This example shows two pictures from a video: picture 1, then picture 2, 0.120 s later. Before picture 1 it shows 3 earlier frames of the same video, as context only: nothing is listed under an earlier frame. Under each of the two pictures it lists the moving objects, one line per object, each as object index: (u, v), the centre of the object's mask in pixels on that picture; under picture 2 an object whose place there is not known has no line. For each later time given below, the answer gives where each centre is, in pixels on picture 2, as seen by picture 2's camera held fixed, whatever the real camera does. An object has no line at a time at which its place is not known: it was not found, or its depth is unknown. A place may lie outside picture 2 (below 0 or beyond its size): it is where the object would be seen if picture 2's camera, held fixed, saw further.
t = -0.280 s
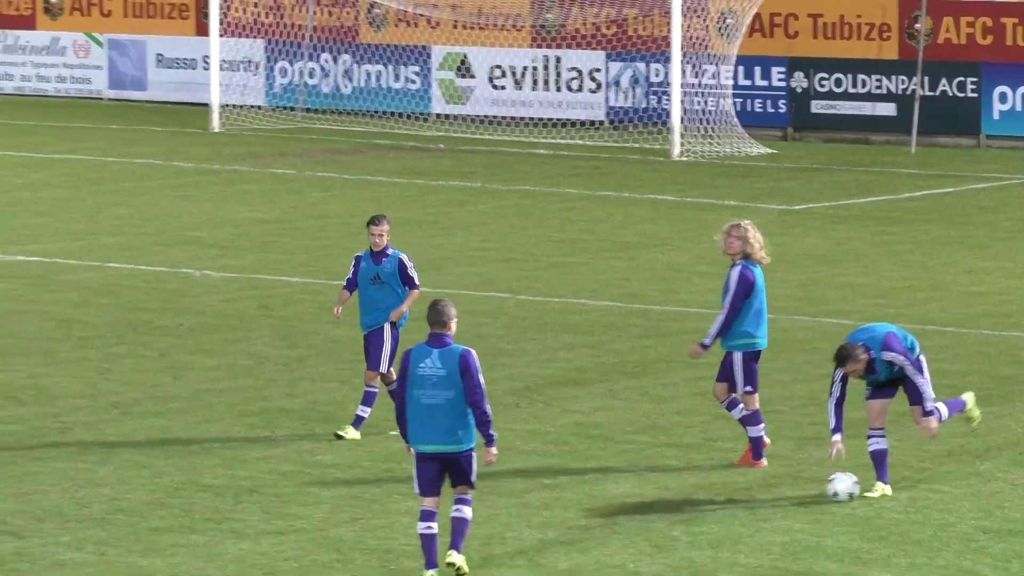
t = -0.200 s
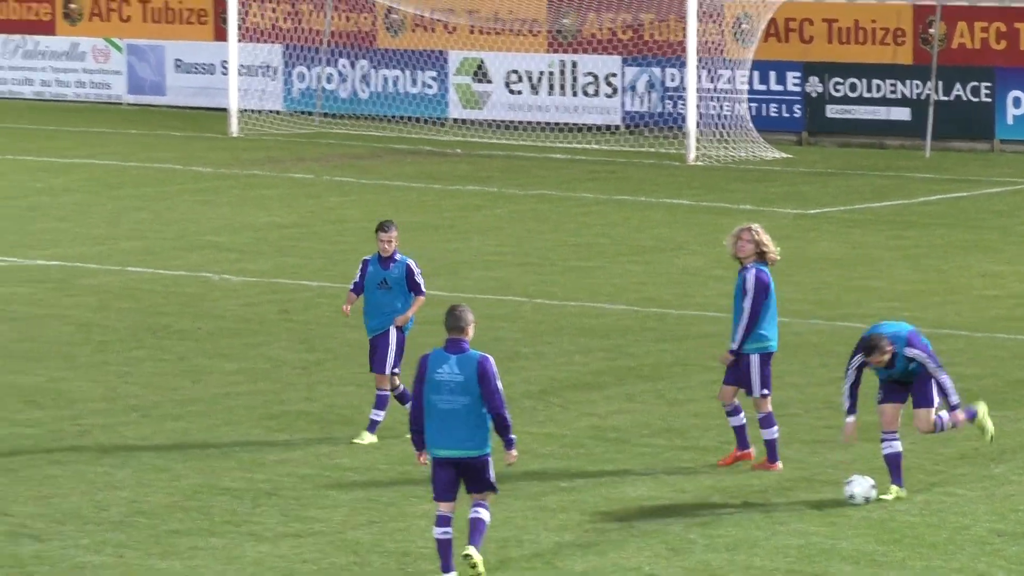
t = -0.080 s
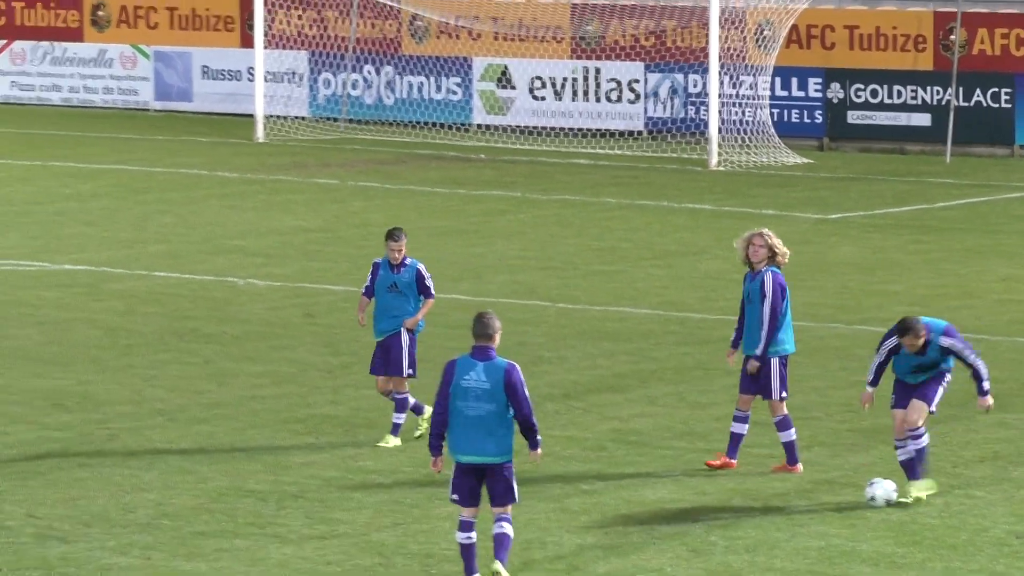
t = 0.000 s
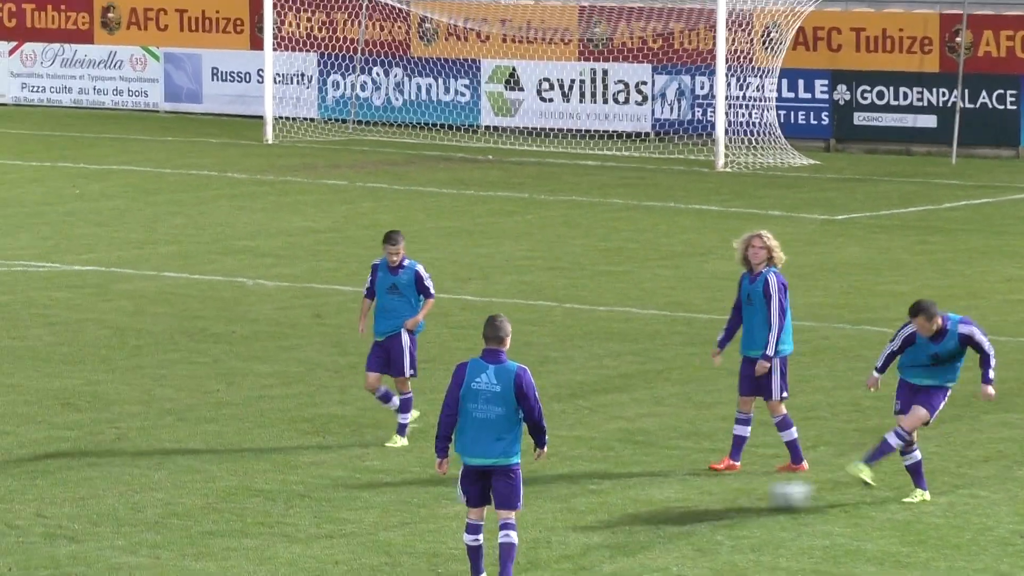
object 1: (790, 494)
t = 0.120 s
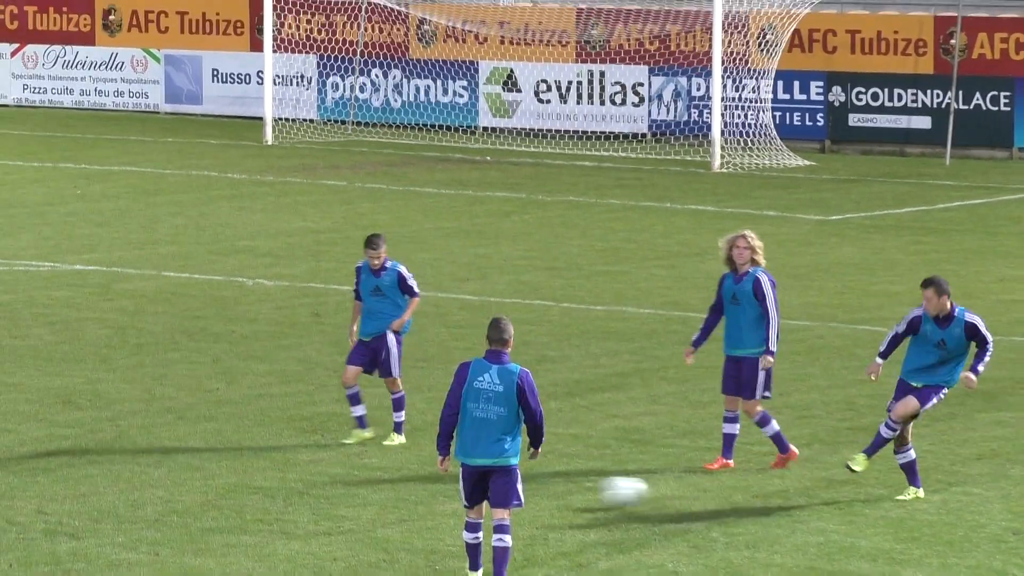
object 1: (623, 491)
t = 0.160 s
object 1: (571, 493)
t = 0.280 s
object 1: (429, 490)
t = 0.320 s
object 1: (387, 491)
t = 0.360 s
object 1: (343, 495)
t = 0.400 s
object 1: (300, 500)
